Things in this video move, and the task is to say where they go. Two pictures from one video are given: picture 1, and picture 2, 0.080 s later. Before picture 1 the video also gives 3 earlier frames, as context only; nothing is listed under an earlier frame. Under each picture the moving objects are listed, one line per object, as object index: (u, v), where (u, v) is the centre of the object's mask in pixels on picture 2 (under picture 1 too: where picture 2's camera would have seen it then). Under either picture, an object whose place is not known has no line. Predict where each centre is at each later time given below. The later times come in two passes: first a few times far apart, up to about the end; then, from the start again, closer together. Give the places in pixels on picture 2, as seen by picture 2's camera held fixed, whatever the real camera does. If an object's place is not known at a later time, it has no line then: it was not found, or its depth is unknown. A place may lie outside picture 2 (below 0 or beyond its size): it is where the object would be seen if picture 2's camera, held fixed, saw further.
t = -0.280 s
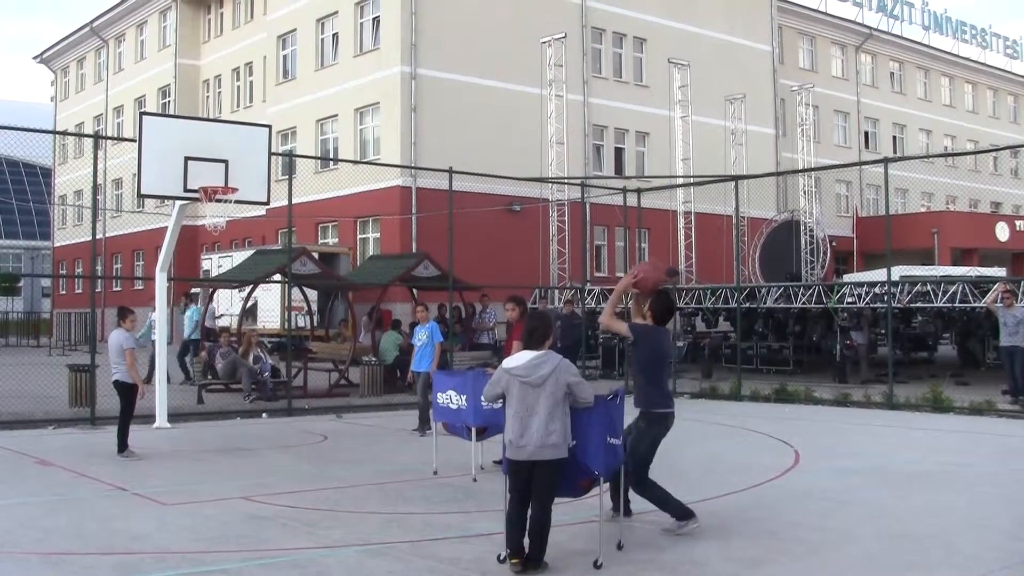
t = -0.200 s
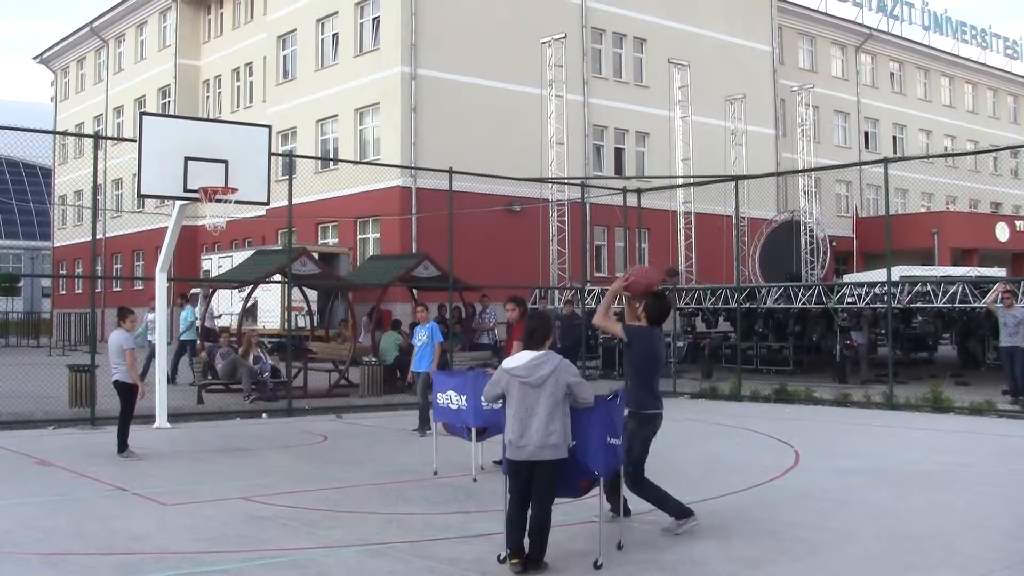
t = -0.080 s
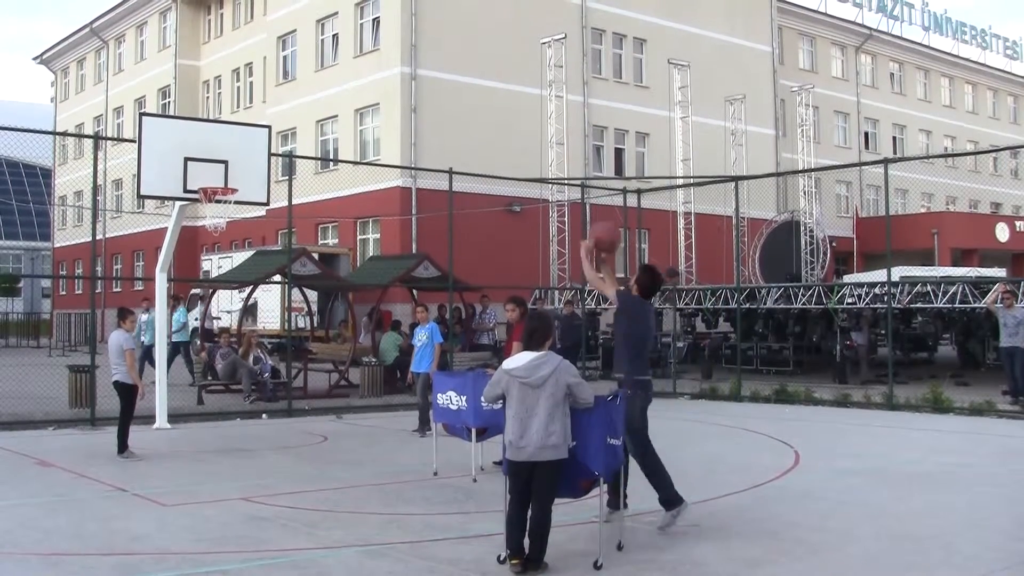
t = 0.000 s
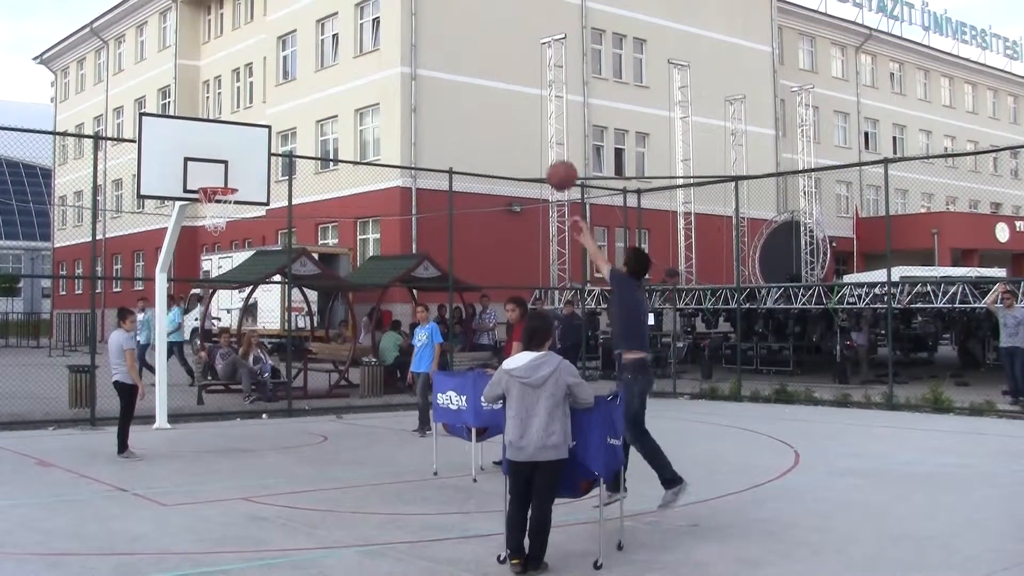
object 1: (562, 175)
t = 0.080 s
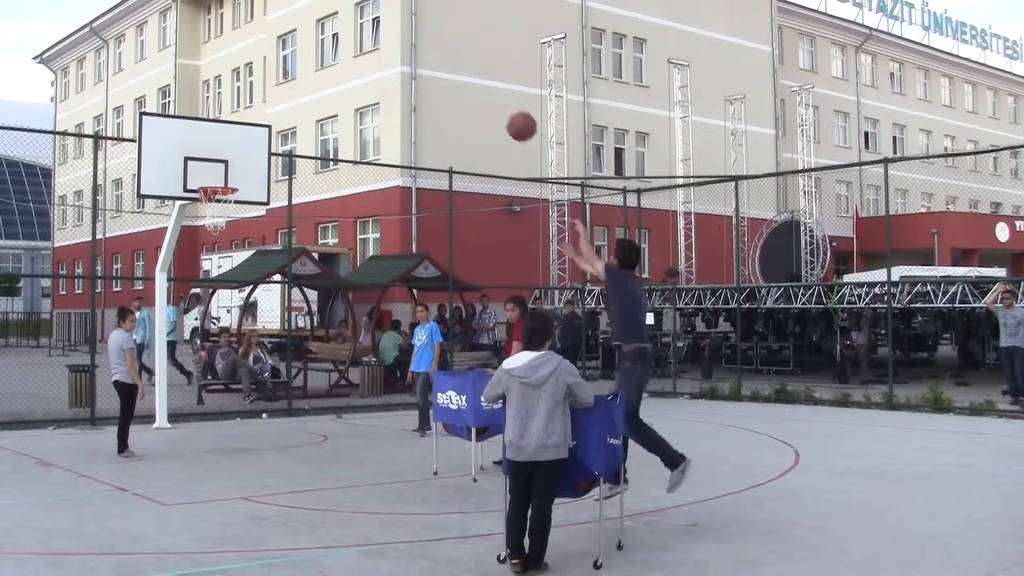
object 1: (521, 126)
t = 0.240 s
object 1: (452, 63)
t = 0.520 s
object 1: (356, 36)
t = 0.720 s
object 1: (301, 62)
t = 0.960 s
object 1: (246, 130)
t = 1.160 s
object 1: (235, 172)
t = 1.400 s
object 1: (263, 157)
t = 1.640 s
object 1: (297, 194)
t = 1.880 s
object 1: (333, 298)
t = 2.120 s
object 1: (375, 462)
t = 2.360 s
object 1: (424, 320)
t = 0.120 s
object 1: (503, 107)
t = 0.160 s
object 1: (485, 90)
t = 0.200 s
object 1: (468, 76)
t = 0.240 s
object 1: (452, 63)
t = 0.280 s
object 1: (436, 54)
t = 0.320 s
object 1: (422, 46)
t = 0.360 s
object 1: (407, 41)
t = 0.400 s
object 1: (394, 37)
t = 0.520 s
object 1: (356, 36)
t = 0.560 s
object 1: (344, 38)
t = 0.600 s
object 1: (333, 42)
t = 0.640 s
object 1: (322, 48)
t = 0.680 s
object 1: (311, 54)
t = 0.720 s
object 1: (301, 62)
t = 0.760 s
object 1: (291, 70)
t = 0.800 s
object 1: (281, 80)
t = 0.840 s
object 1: (272, 91)
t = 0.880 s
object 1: (263, 103)
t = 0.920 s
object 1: (254, 116)
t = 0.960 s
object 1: (246, 130)
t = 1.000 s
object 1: (237, 145)
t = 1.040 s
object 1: (229, 161)
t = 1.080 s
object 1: (224, 175)
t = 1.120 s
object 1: (229, 179)
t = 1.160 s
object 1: (235, 172)
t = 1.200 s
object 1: (239, 166)
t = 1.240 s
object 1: (244, 162)
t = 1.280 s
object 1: (249, 158)
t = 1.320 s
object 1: (254, 156)
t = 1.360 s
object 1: (259, 156)
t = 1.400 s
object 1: (263, 157)
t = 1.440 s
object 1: (269, 159)
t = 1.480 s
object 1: (274, 163)
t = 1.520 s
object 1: (279, 168)
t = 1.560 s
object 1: (285, 175)
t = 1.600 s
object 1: (291, 185)
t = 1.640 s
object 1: (297, 194)
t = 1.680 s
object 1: (302, 206)
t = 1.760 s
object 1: (315, 240)
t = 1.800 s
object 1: (320, 255)
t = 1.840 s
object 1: (326, 275)
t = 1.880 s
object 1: (333, 298)
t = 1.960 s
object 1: (348, 349)
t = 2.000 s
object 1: (353, 380)
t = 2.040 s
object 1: (361, 412)
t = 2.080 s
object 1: (367, 446)
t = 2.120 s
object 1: (375, 462)
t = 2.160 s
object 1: (382, 436)
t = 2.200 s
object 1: (390, 412)
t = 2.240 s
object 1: (398, 386)
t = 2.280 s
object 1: (406, 362)
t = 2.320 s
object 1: (415, 341)
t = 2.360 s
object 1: (424, 320)
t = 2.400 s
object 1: (432, 299)
